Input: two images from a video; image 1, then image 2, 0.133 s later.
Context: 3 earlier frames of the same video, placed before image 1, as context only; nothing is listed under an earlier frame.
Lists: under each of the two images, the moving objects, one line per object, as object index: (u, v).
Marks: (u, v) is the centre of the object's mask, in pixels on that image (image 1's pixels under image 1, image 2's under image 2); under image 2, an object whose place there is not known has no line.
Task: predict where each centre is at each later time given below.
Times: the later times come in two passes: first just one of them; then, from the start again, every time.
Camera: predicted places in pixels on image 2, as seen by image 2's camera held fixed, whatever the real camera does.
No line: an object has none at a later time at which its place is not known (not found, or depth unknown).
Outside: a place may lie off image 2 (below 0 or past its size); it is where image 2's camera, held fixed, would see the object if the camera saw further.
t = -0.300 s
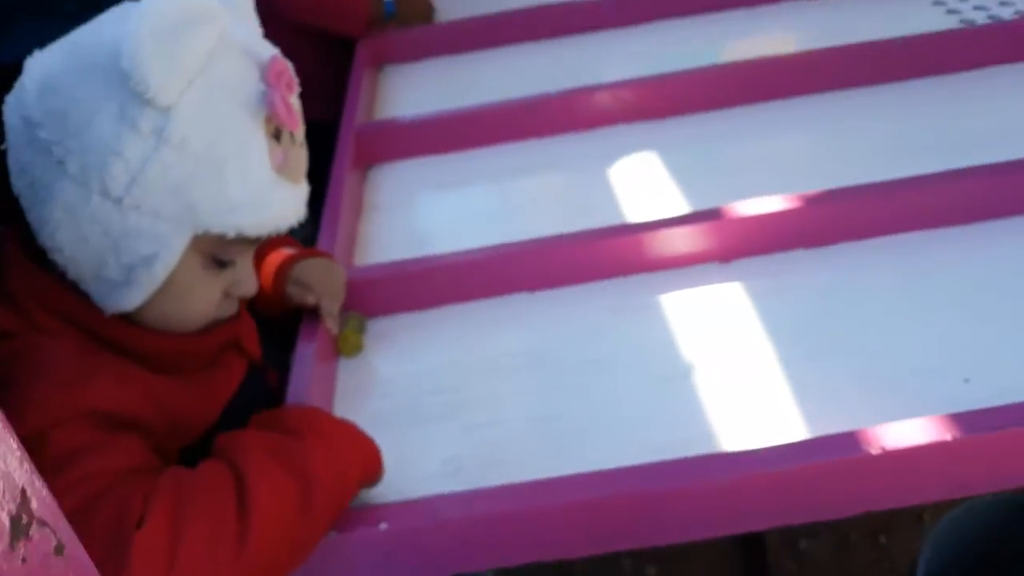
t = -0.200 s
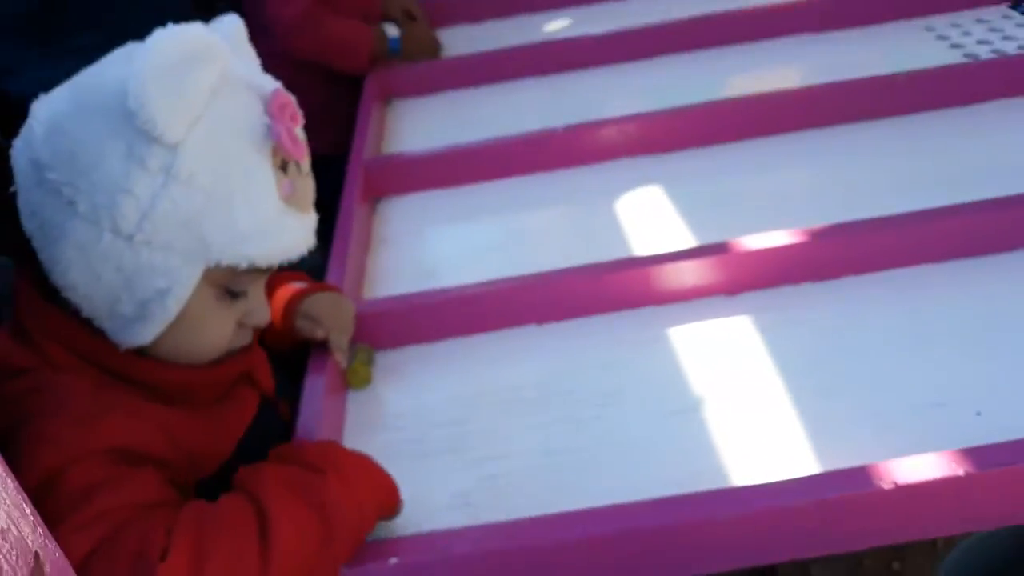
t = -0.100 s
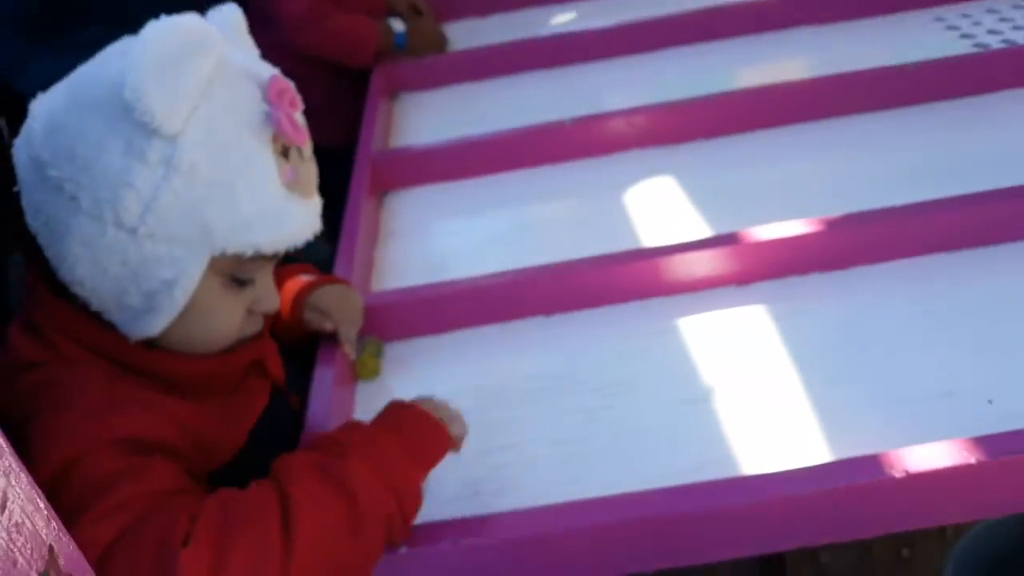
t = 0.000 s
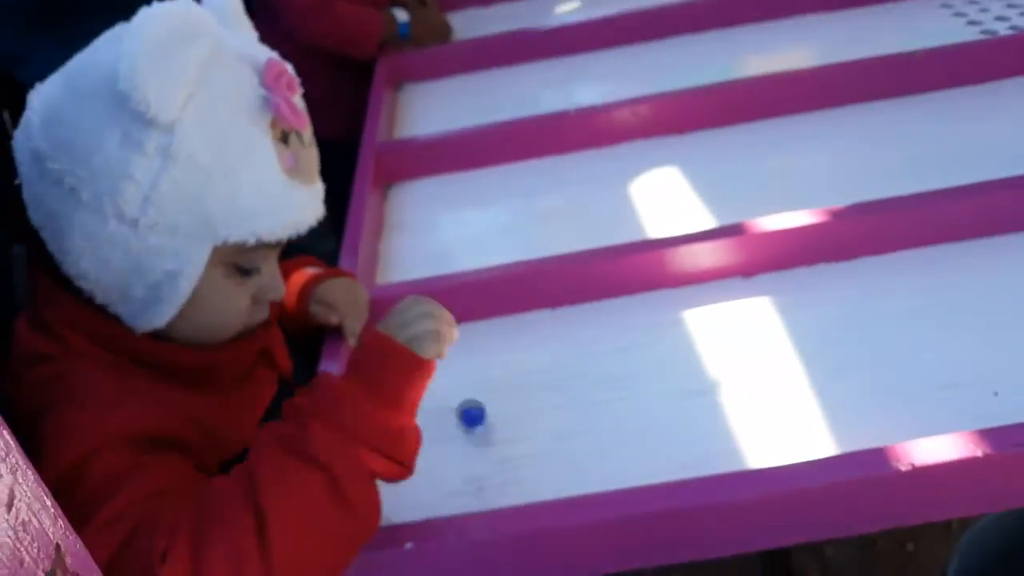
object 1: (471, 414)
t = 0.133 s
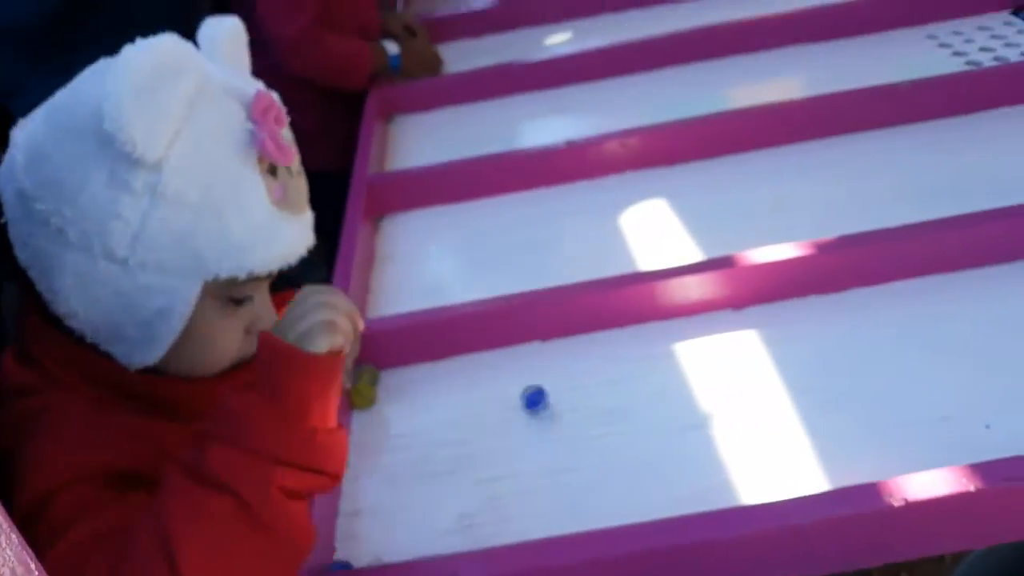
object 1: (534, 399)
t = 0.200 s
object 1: (565, 376)
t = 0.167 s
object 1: (550, 387)
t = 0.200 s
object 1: (565, 376)
